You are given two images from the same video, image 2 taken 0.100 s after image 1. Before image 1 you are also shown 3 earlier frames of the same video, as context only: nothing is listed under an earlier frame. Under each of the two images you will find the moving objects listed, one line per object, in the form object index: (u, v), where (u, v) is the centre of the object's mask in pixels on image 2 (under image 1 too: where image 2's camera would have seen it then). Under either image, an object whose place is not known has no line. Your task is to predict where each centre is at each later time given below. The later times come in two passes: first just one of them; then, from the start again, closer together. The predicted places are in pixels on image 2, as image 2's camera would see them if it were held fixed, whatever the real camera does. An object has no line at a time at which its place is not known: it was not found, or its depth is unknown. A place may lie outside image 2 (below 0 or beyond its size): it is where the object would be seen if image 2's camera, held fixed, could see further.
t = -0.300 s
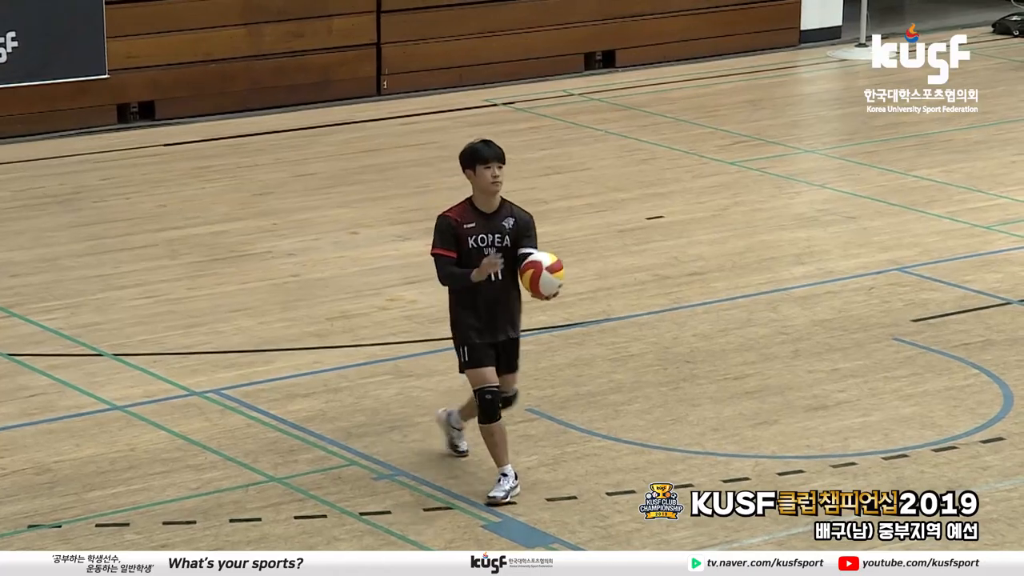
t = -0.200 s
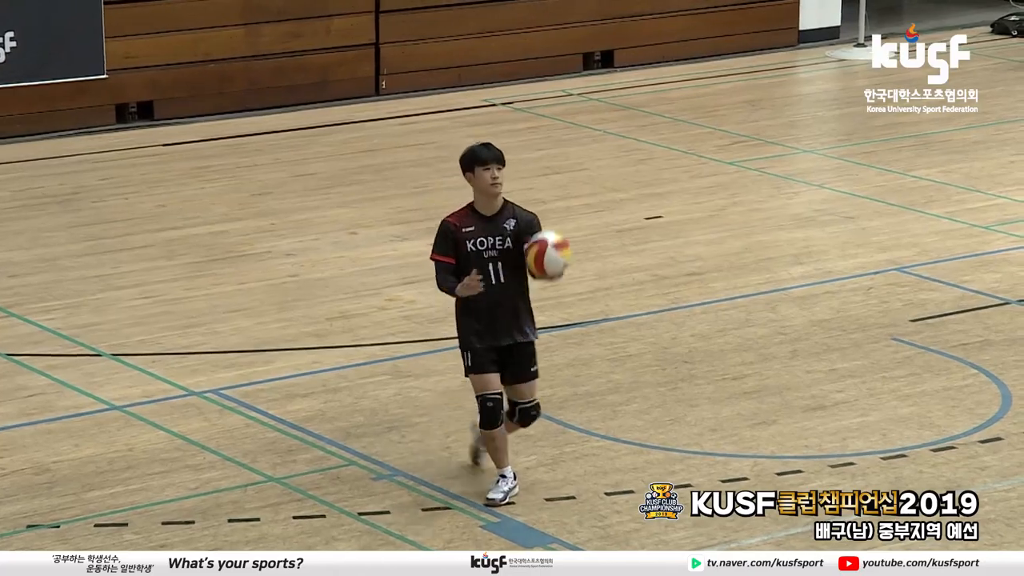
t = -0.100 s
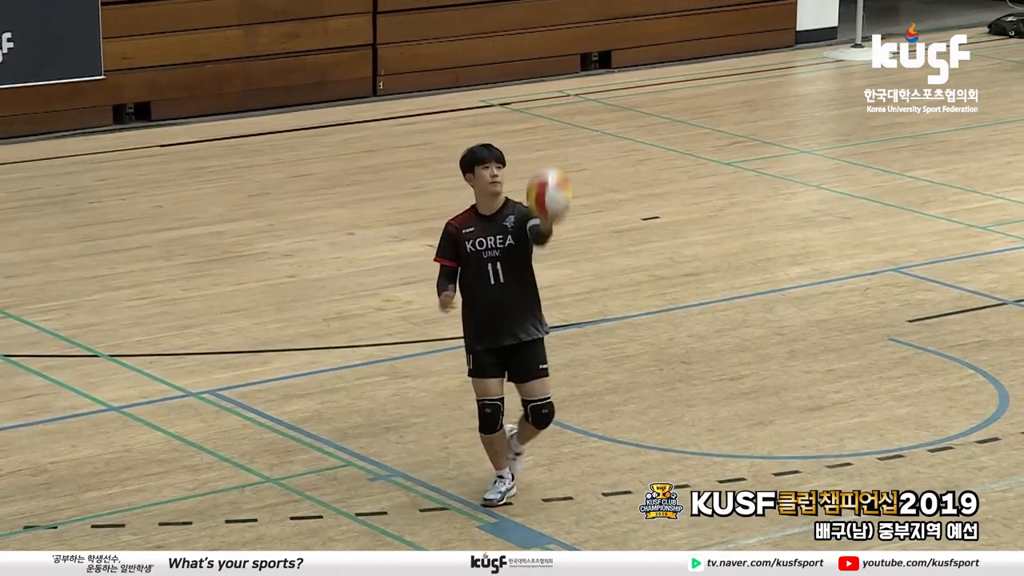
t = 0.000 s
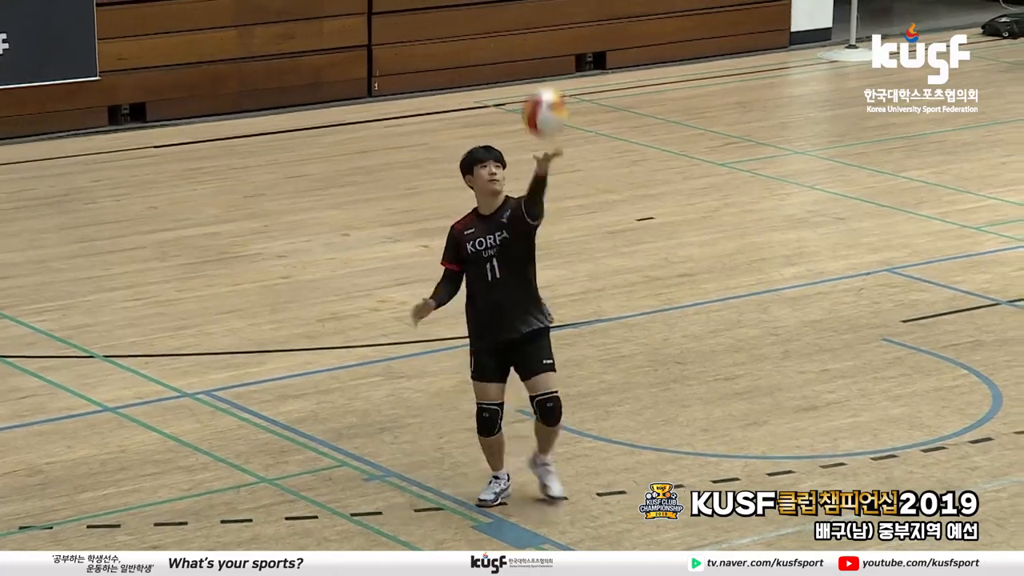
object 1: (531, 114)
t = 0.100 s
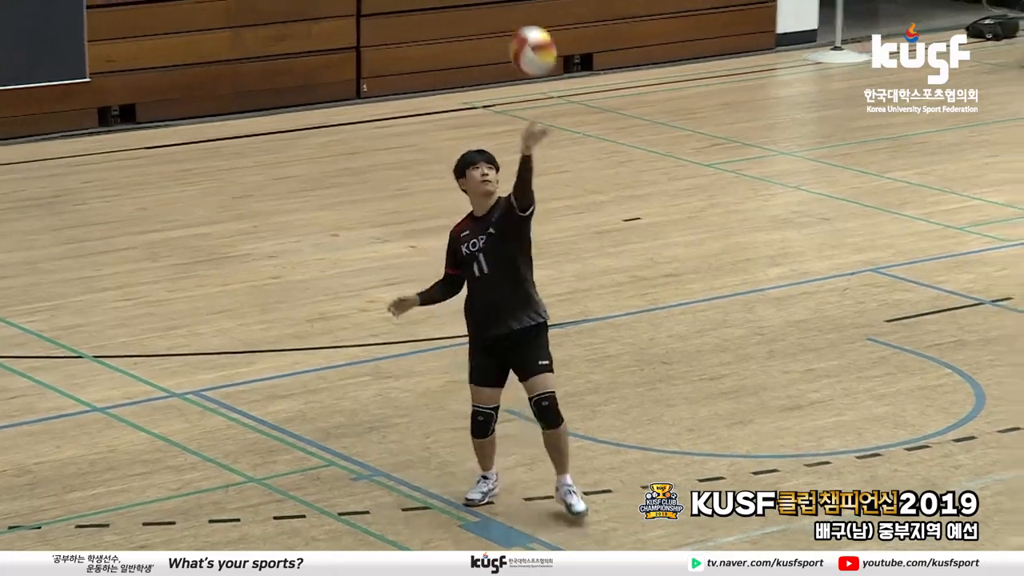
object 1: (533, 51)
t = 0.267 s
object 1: (531, 4)
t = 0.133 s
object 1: (534, 35)
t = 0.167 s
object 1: (534, 21)
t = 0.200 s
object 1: (532, 13)
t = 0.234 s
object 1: (531, 8)
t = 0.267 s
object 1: (531, 4)
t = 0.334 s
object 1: (528, 0)
